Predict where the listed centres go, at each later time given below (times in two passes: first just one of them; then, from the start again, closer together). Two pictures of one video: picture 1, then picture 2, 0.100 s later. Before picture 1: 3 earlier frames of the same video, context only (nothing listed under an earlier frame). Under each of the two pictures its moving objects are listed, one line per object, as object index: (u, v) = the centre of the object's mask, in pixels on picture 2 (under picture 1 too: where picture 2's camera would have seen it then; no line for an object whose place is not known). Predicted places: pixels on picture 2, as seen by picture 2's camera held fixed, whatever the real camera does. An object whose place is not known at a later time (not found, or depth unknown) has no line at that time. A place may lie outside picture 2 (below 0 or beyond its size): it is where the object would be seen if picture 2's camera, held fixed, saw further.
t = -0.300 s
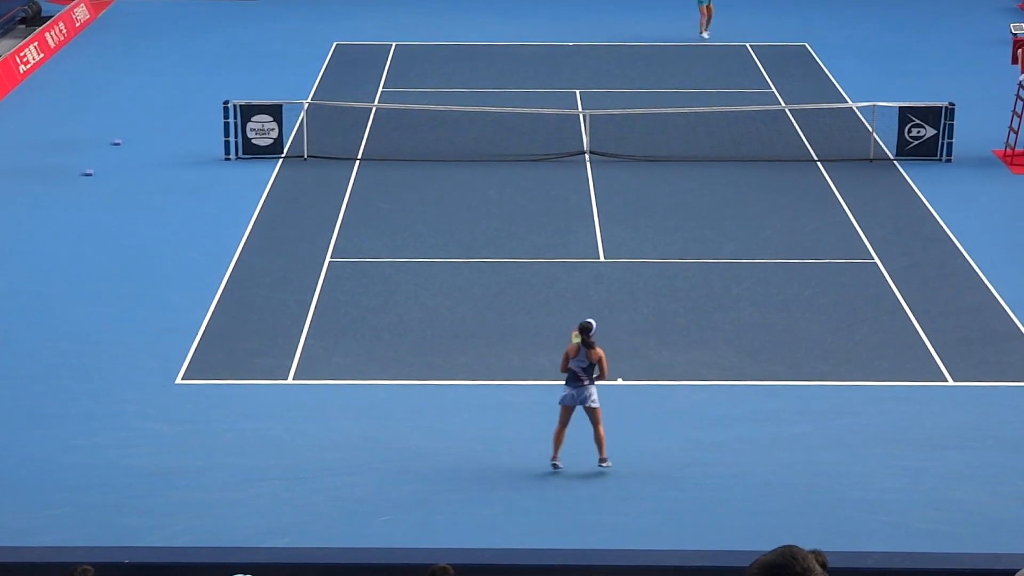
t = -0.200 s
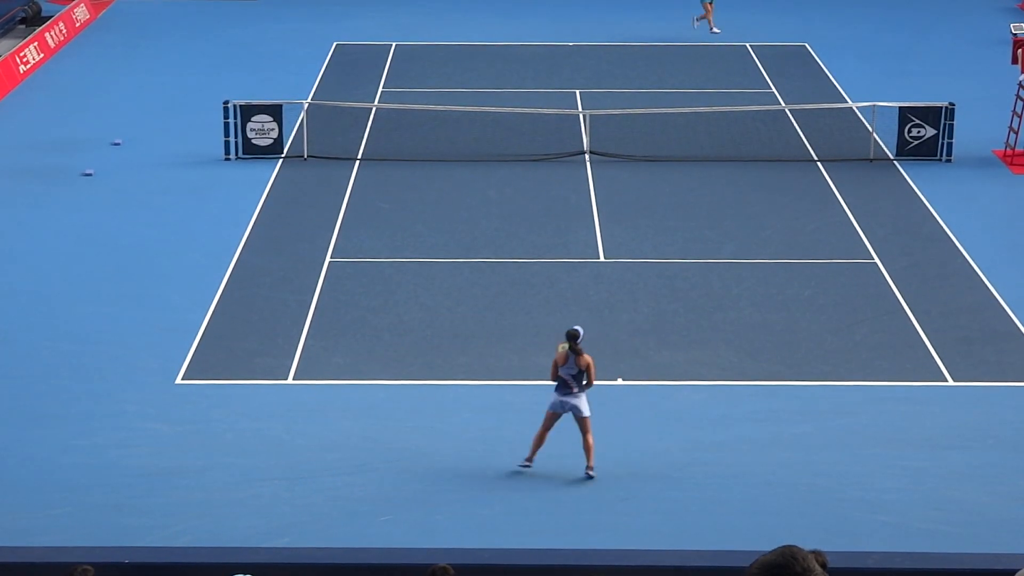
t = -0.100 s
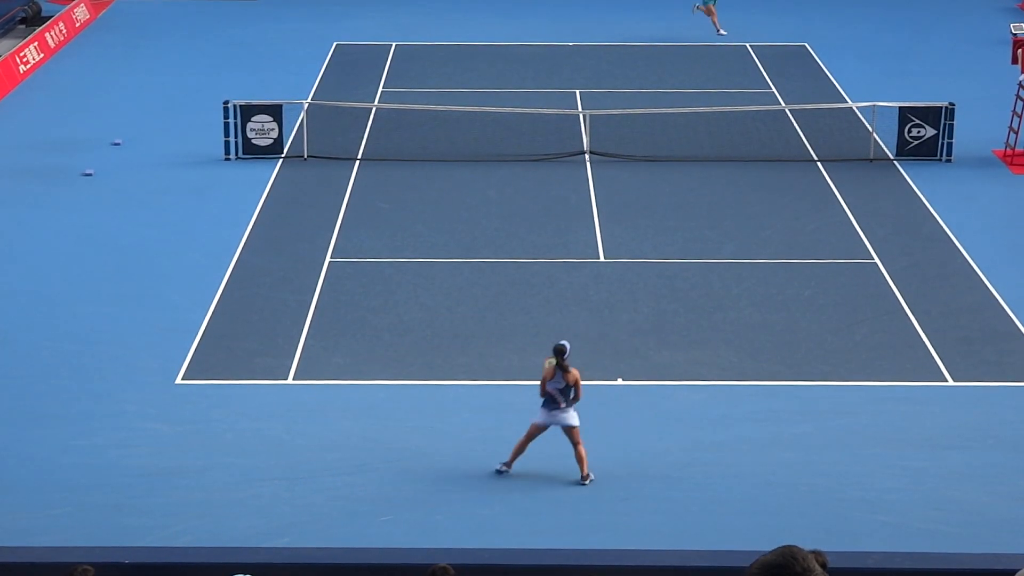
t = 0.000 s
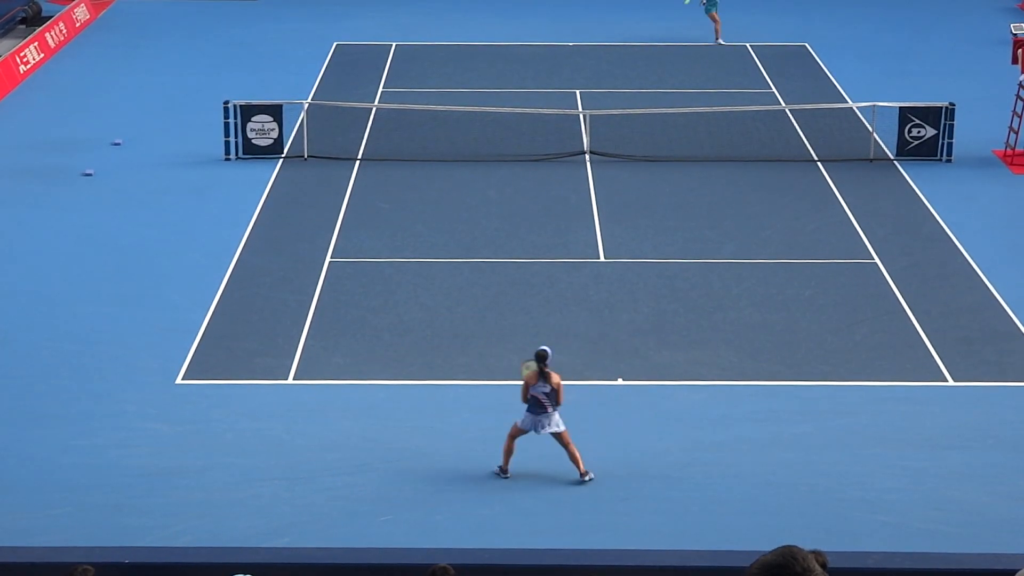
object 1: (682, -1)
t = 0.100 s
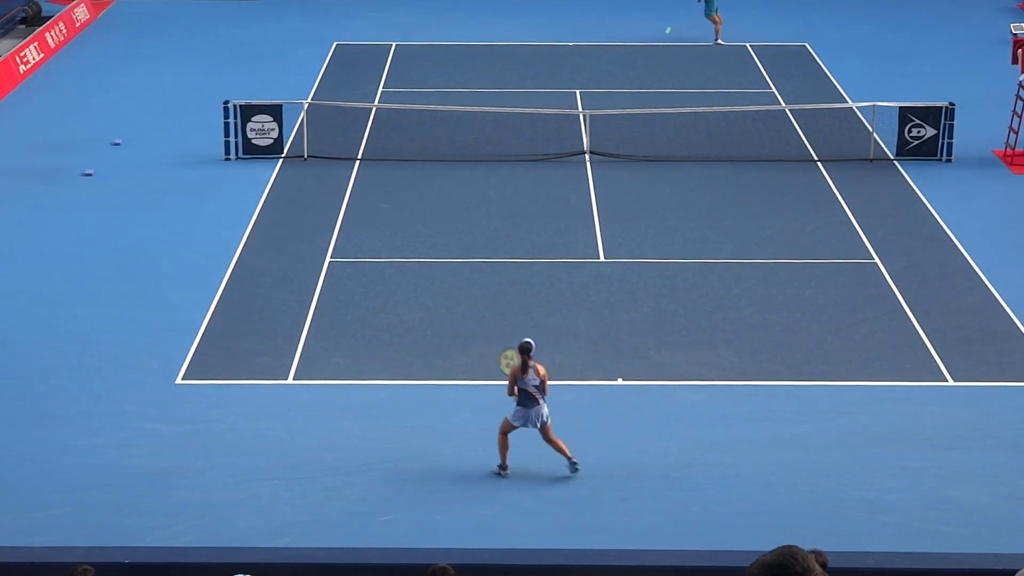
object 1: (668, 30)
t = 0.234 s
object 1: (640, 79)
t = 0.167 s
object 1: (651, 49)
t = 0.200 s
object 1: (644, 64)
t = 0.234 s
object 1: (640, 79)
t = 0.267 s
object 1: (634, 90)
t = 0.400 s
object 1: (608, 168)
